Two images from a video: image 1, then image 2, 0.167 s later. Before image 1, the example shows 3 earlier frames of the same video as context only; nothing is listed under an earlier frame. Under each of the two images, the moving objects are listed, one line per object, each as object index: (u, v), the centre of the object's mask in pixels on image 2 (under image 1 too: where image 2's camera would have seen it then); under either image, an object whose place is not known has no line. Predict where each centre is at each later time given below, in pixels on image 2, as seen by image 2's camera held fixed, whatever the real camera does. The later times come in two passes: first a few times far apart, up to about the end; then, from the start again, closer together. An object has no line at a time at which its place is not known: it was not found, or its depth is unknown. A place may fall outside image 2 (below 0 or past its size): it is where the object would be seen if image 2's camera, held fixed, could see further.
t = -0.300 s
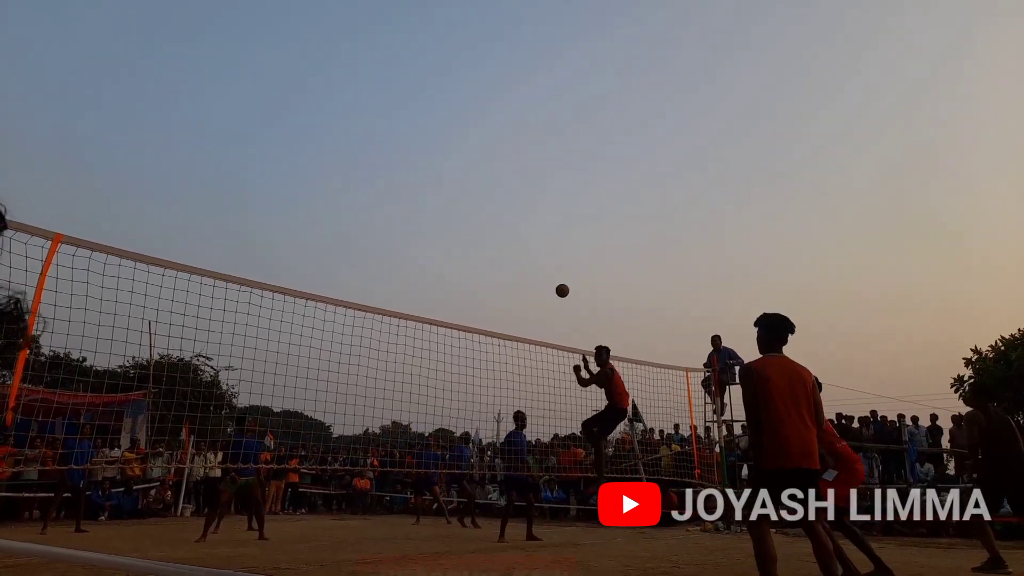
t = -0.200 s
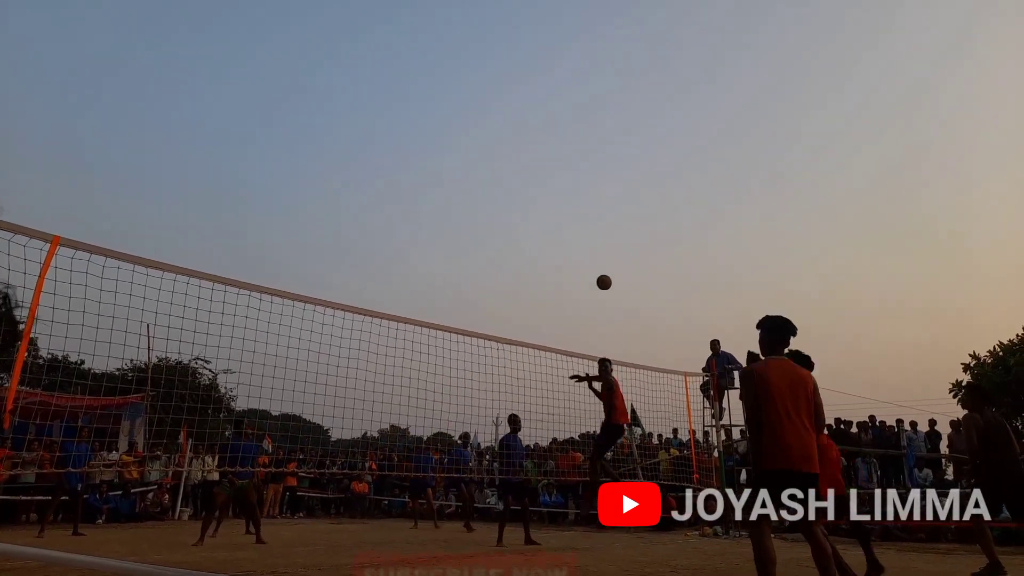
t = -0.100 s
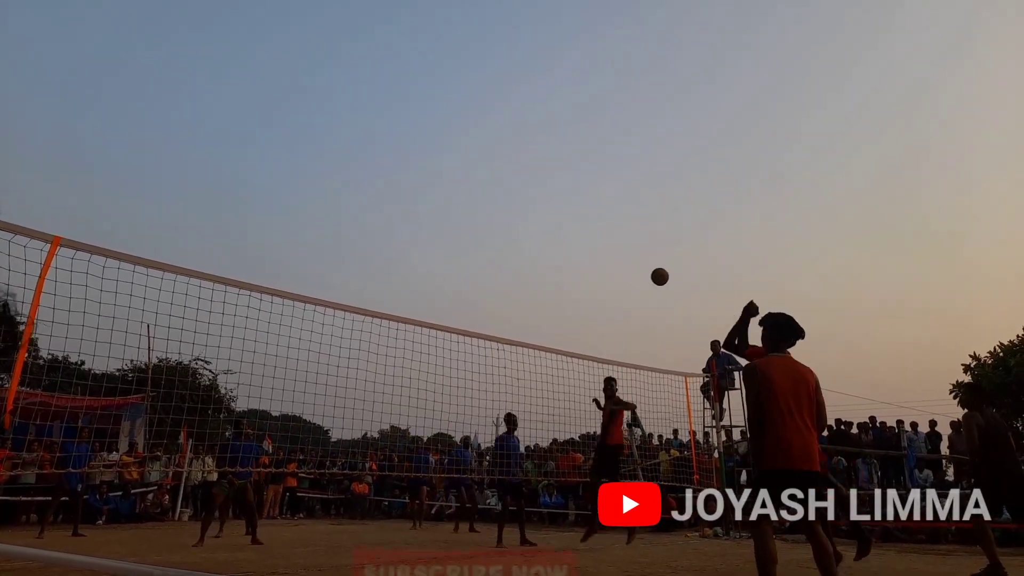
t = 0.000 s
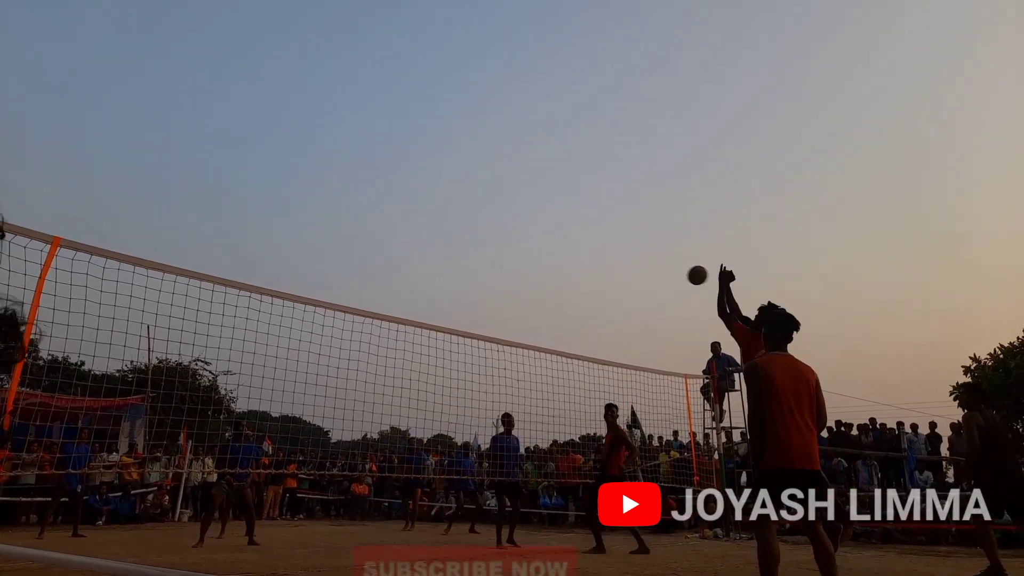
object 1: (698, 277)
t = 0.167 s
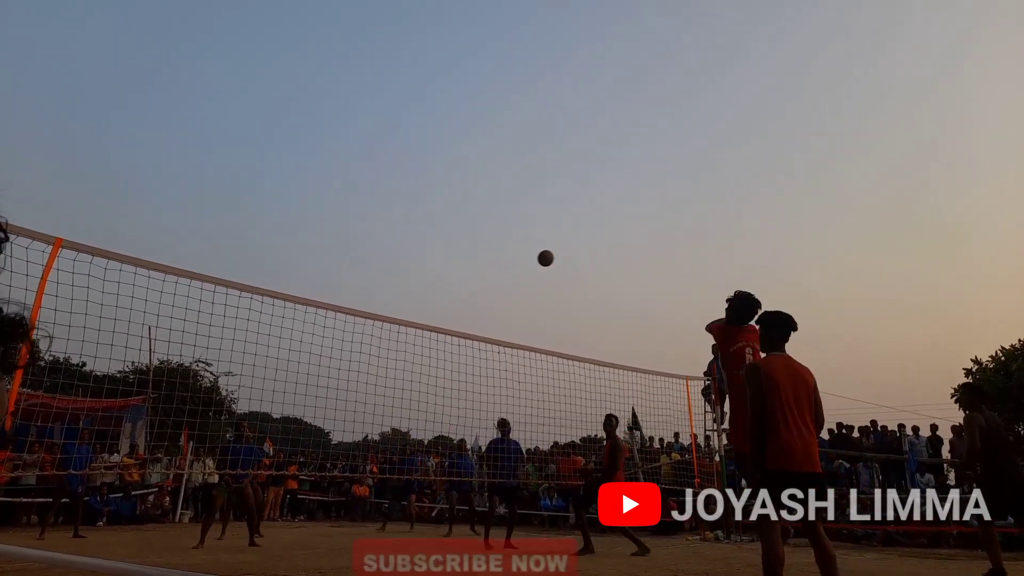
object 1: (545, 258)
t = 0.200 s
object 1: (520, 259)
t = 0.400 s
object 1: (397, 278)
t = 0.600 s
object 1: (300, 322)
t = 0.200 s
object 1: (520, 259)
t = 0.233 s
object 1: (497, 260)
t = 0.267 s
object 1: (475, 262)
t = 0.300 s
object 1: (455, 265)
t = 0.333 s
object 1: (435, 269)
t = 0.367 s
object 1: (415, 274)
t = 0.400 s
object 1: (397, 278)
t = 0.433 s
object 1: (379, 284)
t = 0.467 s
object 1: (362, 291)
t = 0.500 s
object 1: (346, 298)
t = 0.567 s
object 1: (315, 313)
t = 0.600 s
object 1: (300, 322)
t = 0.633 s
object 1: (286, 331)
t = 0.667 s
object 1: (271, 341)
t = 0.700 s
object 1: (258, 351)
